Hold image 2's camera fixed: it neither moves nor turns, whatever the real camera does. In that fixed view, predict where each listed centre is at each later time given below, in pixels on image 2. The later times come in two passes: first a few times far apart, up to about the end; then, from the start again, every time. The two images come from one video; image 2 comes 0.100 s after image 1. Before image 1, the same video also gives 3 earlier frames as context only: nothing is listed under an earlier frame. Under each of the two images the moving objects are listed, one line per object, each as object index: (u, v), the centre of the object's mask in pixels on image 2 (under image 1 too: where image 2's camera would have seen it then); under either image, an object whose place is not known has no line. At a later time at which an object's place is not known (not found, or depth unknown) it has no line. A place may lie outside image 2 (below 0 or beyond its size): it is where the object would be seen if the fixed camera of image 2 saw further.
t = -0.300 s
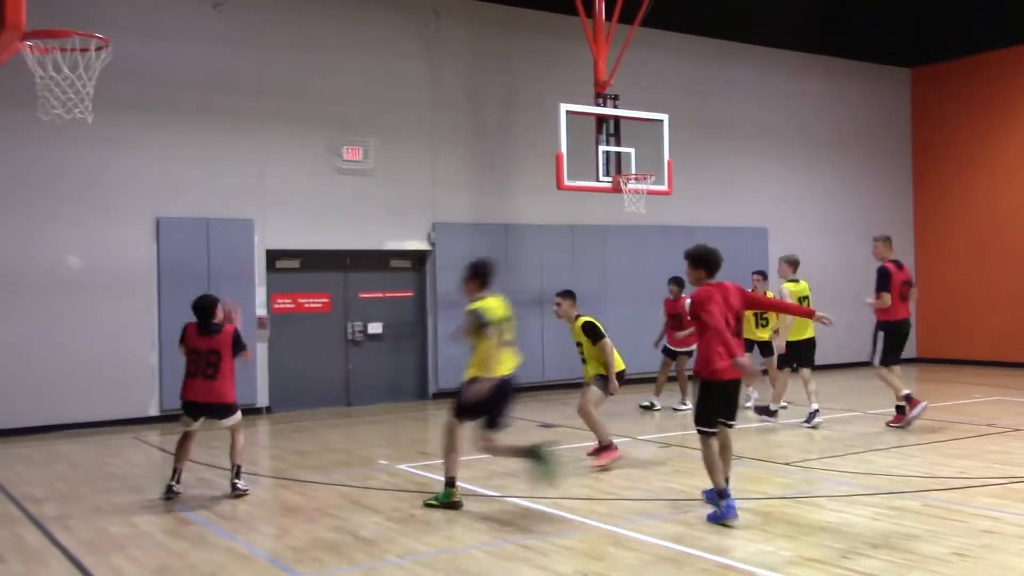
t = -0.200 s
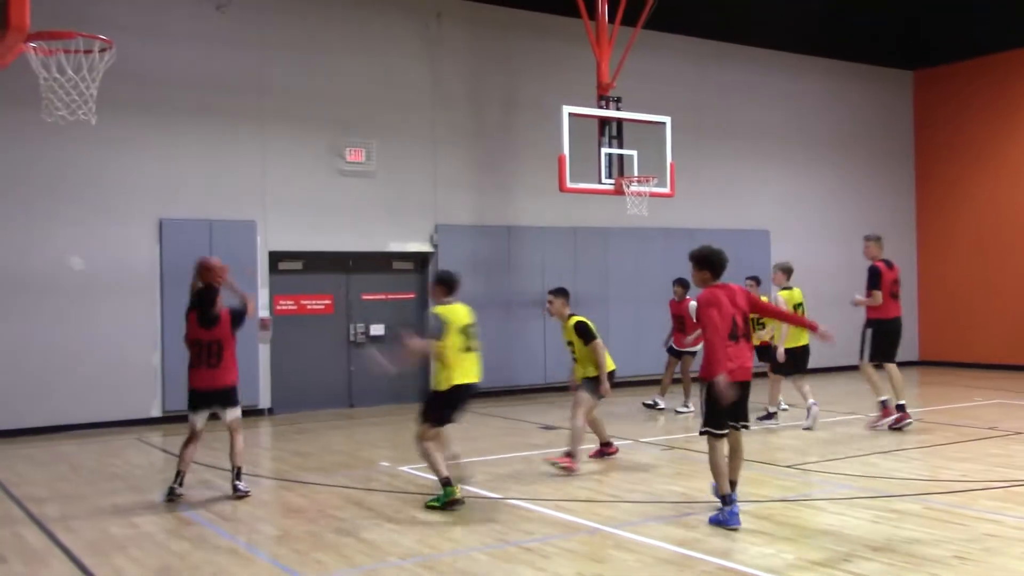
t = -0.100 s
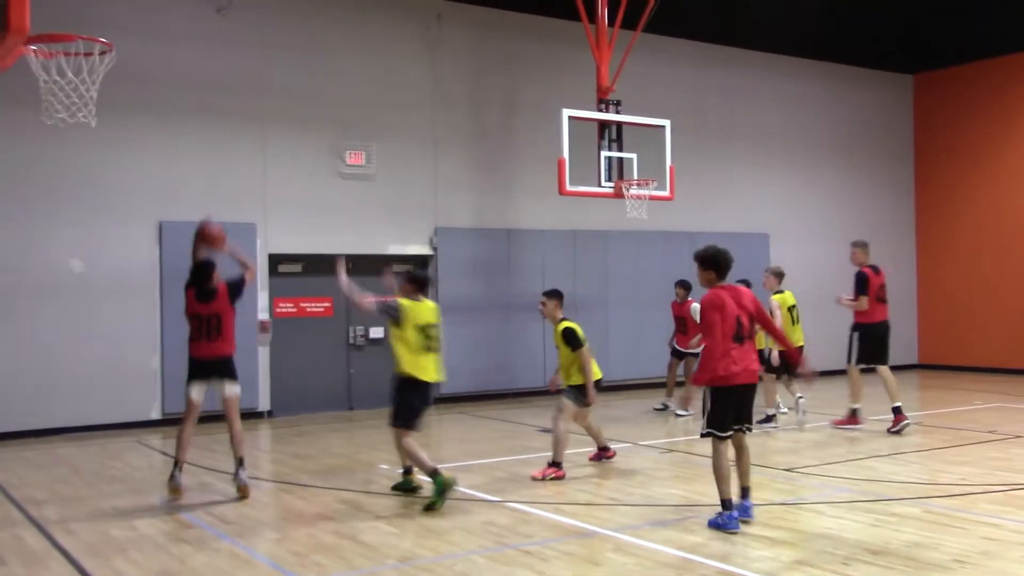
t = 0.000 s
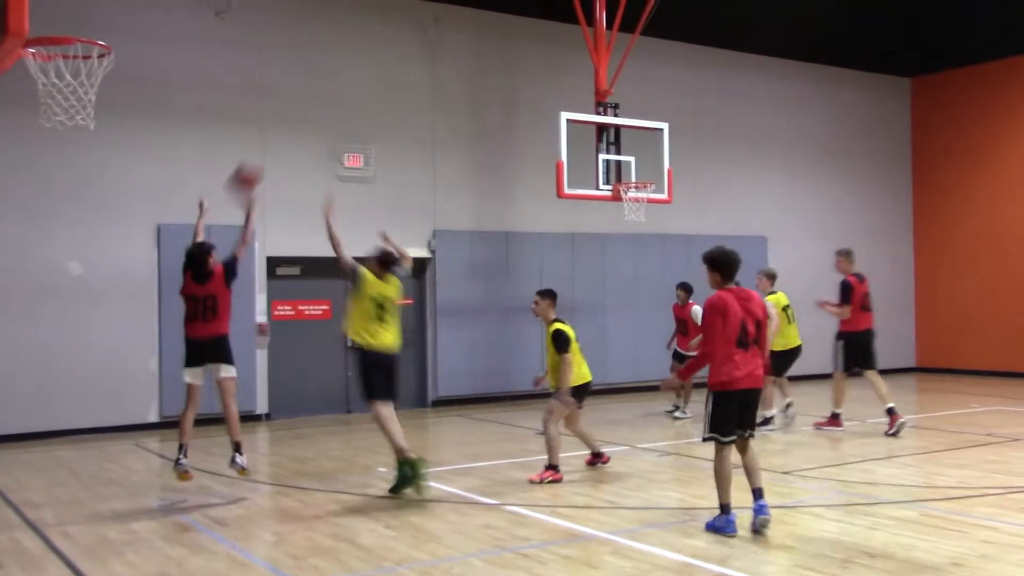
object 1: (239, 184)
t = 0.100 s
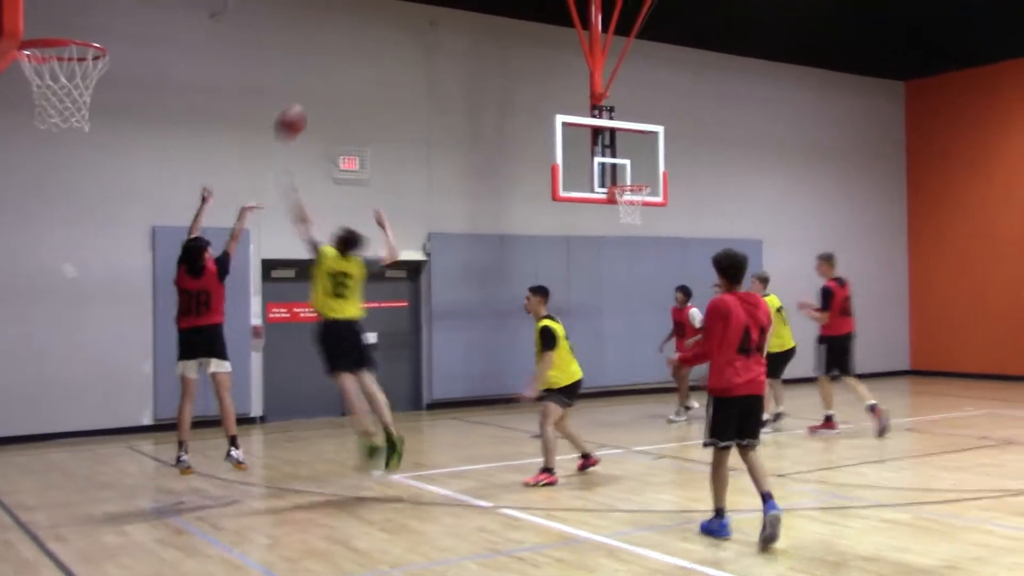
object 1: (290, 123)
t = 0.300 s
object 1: (379, 54)
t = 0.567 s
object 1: (470, 34)
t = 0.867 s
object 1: (551, 84)
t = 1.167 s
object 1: (613, 174)
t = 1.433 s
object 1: (622, 109)
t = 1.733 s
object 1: (631, 102)
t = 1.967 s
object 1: (639, 139)
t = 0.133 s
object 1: (306, 107)
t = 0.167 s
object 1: (322, 93)
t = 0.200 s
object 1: (337, 81)
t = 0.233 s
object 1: (352, 70)
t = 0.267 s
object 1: (365, 61)
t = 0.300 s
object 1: (379, 54)
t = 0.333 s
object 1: (392, 47)
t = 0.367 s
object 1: (404, 41)
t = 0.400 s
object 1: (416, 37)
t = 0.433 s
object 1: (428, 34)
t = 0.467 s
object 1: (439, 32)
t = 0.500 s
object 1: (449, 32)
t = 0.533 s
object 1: (460, 32)
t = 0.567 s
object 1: (470, 34)
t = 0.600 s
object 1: (480, 36)
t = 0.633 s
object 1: (491, 39)
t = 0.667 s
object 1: (500, 43)
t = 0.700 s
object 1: (509, 48)
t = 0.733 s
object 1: (518, 54)
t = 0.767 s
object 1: (527, 60)
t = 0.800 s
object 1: (535, 67)
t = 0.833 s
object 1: (543, 75)
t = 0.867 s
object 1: (551, 84)
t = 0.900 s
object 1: (560, 93)
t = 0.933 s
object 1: (567, 101)
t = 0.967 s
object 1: (575, 112)
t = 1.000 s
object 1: (582, 126)
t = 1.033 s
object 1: (589, 137)
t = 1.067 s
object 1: (597, 147)
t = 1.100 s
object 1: (604, 161)
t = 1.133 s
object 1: (611, 177)
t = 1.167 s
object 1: (613, 174)
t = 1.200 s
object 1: (614, 161)
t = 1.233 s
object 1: (615, 149)
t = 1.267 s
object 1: (616, 141)
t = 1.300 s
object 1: (617, 134)
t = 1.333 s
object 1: (619, 125)
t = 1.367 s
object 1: (620, 119)
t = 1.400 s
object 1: (620, 113)
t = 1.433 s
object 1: (622, 109)
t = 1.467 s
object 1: (622, 105)
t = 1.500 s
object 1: (624, 102)
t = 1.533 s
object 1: (624, 100)
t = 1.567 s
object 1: (626, 98)
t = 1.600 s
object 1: (627, 97)
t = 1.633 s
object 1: (628, 97)
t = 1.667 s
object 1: (629, 98)
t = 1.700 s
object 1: (630, 100)
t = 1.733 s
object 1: (631, 102)
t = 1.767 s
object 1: (632, 105)
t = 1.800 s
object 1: (634, 109)
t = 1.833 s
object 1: (635, 113)
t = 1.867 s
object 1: (636, 117)
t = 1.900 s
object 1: (635, 120)
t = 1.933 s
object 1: (637, 134)
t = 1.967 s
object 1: (639, 139)
